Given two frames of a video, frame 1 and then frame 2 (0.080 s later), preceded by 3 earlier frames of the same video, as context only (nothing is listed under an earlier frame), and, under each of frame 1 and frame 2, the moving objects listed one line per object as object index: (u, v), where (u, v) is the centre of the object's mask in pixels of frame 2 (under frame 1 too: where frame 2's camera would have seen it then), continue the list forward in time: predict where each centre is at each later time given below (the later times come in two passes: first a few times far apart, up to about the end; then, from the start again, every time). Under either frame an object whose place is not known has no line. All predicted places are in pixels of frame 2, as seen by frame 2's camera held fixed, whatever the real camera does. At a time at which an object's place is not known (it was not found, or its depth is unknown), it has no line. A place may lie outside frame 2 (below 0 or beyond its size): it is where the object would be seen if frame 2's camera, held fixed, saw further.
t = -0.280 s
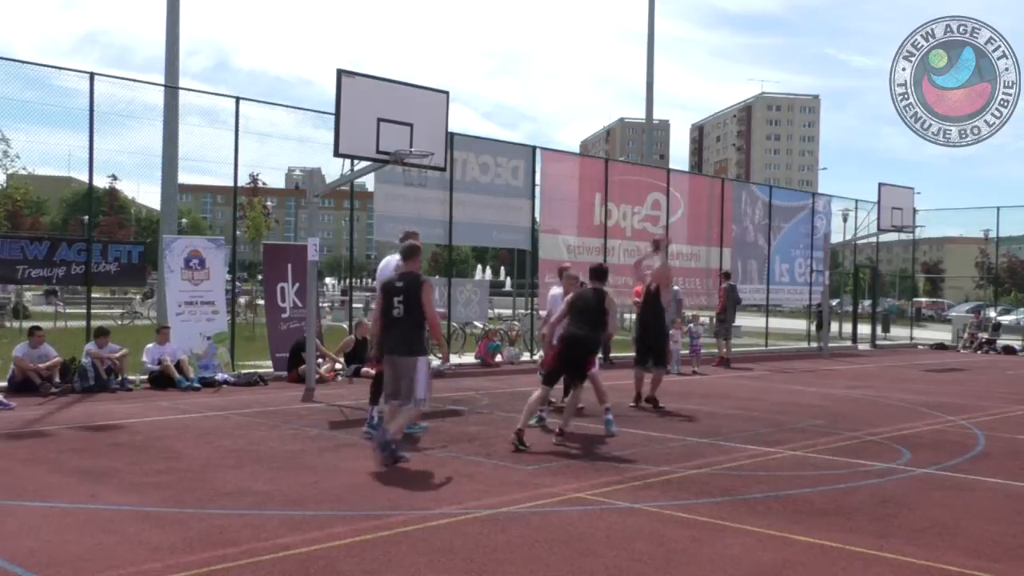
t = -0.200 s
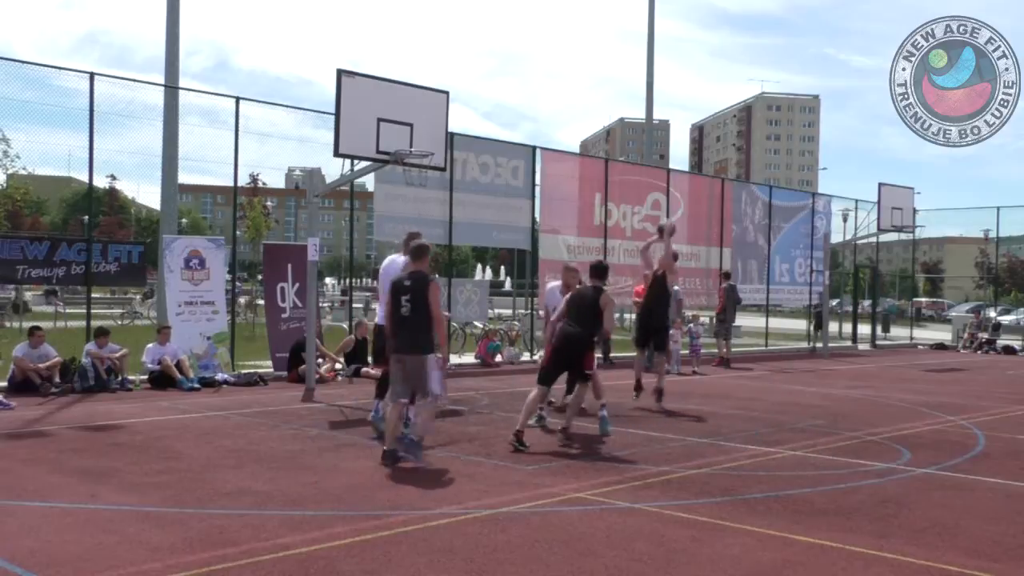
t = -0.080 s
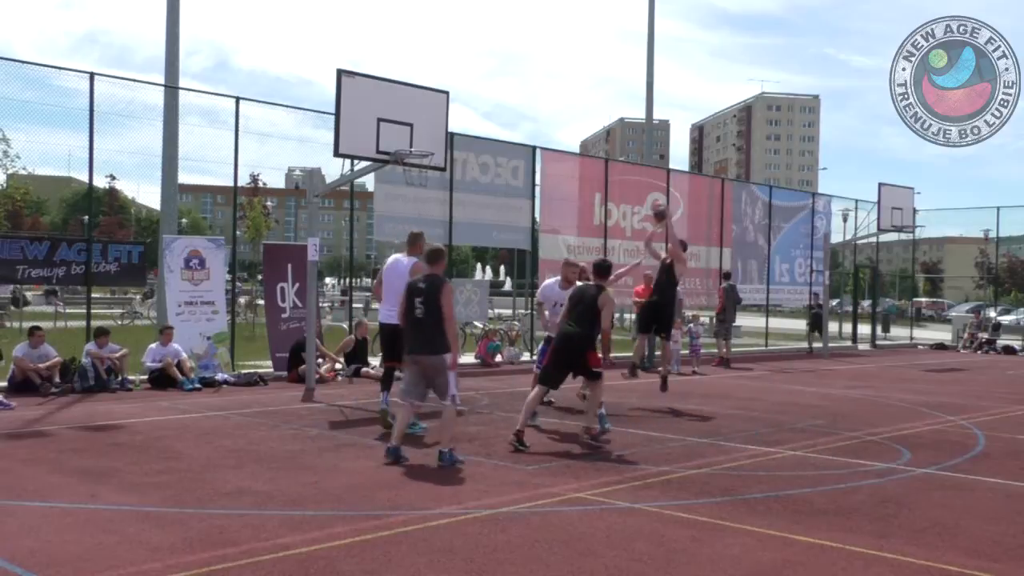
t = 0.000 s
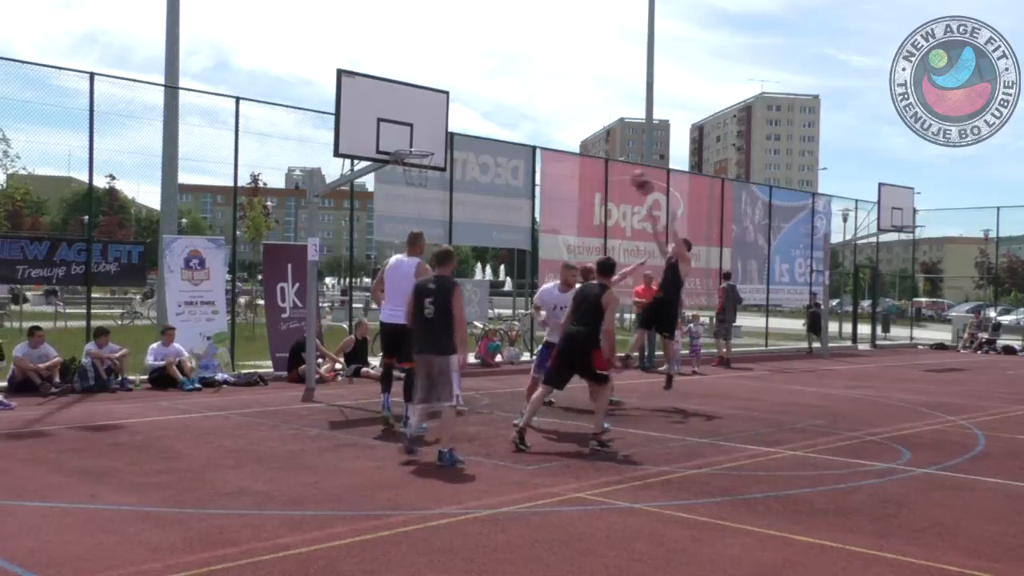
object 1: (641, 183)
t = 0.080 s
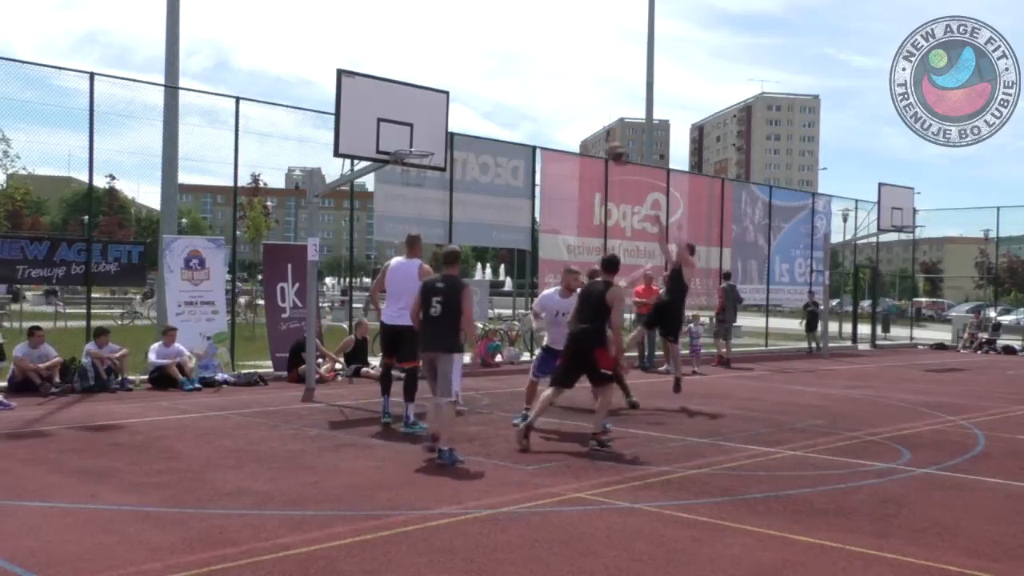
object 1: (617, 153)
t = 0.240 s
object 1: (571, 114)
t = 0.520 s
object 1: (487, 91)
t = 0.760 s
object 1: (415, 118)
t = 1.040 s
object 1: (424, 162)
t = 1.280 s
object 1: (423, 166)
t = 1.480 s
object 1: (413, 180)
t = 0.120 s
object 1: (606, 143)
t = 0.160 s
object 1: (594, 132)
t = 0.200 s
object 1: (583, 123)
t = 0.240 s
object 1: (571, 114)
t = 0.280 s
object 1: (559, 107)
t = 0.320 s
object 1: (547, 101)
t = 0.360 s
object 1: (535, 97)
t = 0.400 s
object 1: (523, 93)
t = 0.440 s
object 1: (511, 91)
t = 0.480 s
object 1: (499, 90)
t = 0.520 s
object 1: (487, 91)
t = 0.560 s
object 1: (474, 93)
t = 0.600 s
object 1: (462, 96)
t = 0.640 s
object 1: (450, 100)
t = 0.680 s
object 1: (437, 105)
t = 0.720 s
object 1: (426, 112)
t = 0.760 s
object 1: (415, 118)
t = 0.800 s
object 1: (413, 125)
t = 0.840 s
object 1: (416, 132)
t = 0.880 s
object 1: (417, 140)
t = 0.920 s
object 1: (419, 152)
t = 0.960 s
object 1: (420, 161)
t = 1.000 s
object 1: (423, 162)
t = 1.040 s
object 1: (424, 162)
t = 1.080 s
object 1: (425, 162)
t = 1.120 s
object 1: (425, 162)
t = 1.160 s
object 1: (425, 162)
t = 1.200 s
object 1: (425, 163)
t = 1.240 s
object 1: (424, 164)
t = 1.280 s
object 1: (423, 166)
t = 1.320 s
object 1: (421, 169)
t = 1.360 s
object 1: (420, 170)
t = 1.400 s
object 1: (418, 173)
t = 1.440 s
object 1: (416, 177)
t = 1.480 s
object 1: (413, 180)
